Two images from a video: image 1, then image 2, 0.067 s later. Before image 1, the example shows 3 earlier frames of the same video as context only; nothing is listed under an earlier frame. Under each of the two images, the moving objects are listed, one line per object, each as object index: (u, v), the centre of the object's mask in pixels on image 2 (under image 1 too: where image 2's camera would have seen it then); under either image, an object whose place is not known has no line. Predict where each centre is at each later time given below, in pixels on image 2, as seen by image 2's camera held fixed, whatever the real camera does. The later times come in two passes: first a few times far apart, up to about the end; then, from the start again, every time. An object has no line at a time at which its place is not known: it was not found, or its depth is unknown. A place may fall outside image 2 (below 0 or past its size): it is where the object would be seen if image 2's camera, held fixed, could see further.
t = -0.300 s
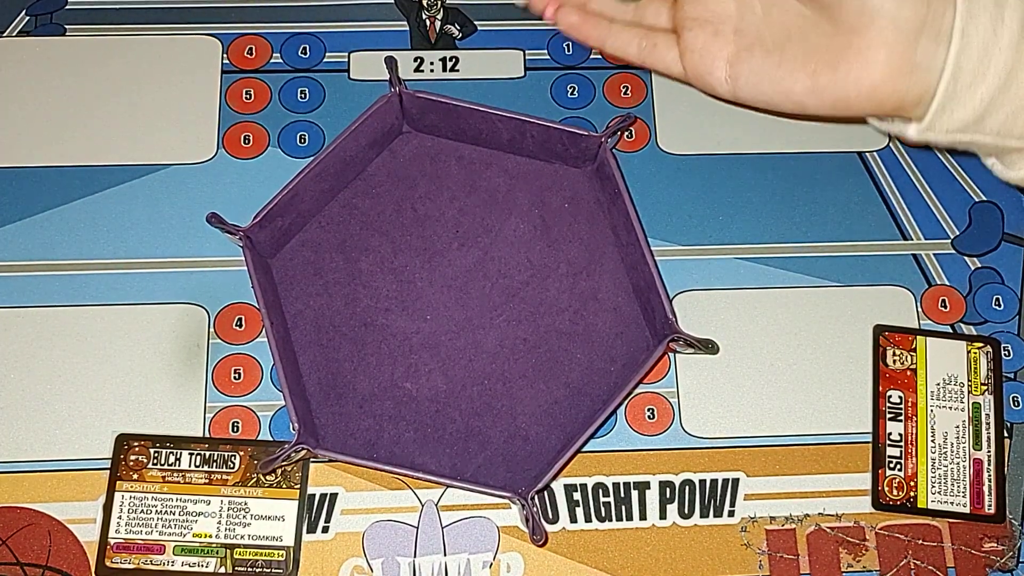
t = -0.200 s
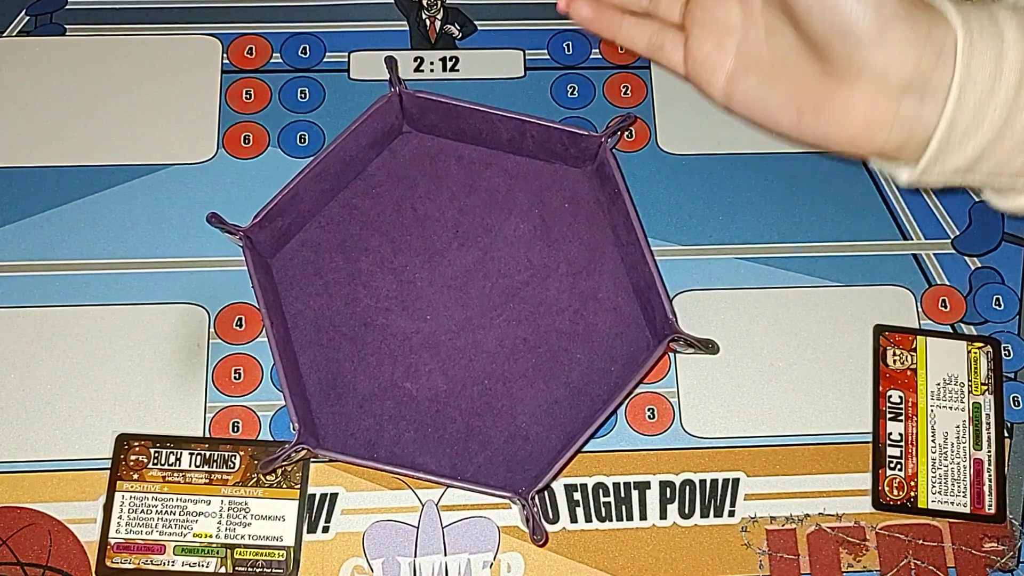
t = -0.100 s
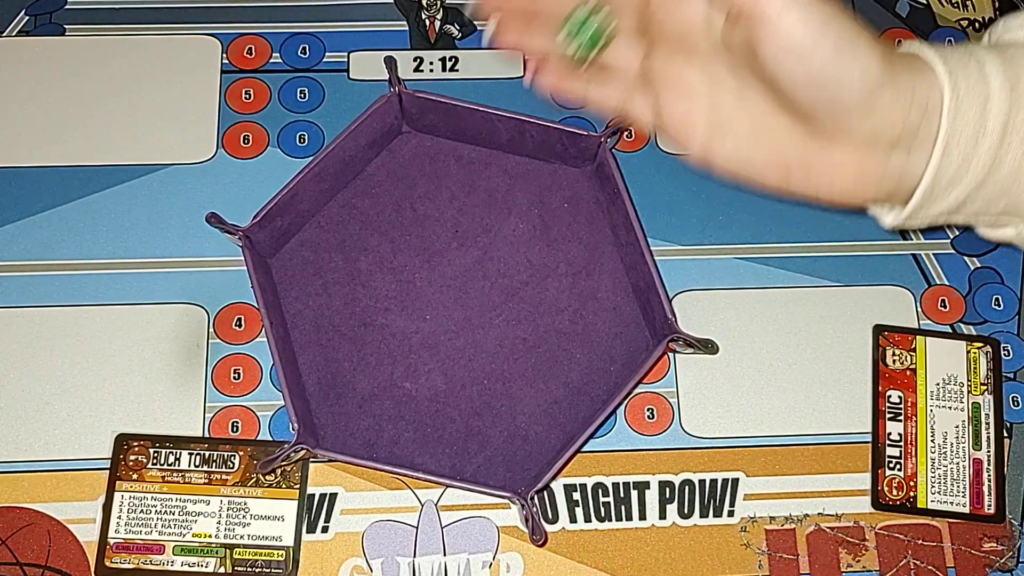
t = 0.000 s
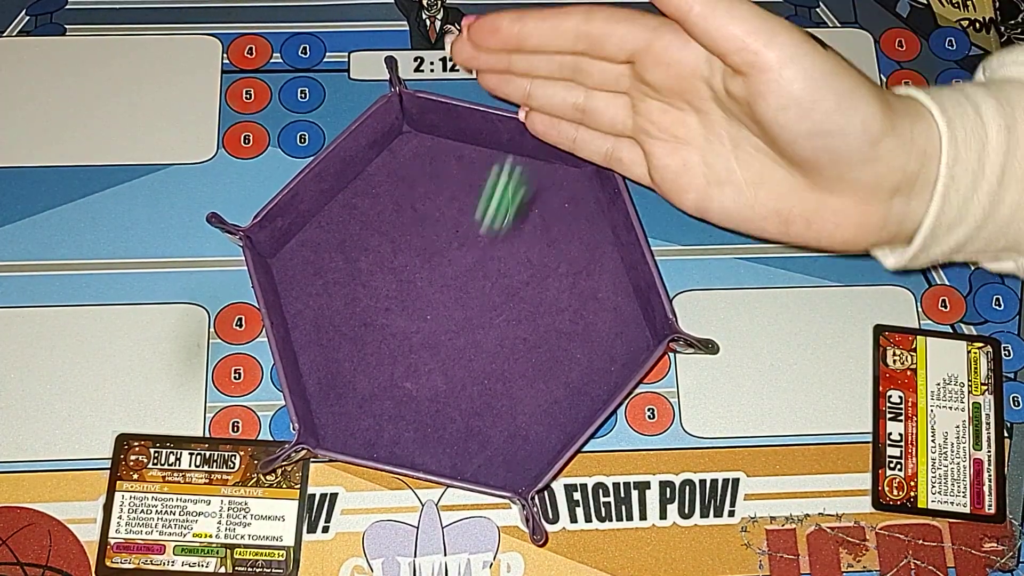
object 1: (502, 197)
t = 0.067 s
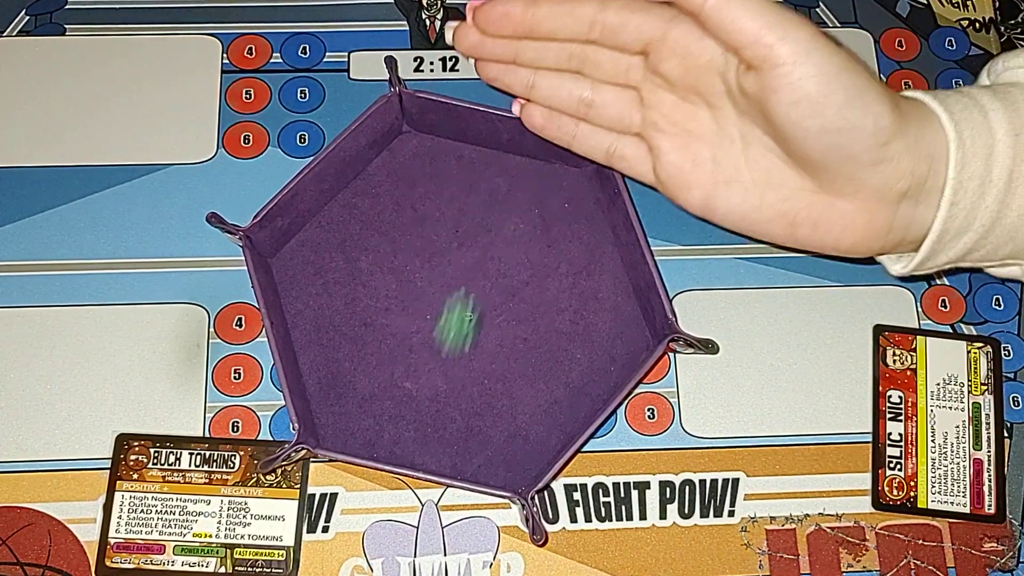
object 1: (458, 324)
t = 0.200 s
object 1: (426, 426)
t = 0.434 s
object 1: (410, 392)
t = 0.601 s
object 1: (419, 404)
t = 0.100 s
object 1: (444, 370)
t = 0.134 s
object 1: (429, 429)
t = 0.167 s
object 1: (426, 441)
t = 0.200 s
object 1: (426, 426)
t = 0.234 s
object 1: (426, 415)
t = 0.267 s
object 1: (429, 403)
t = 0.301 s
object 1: (430, 394)
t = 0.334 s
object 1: (425, 386)
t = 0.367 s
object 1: (419, 383)
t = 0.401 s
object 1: (414, 385)
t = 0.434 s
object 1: (410, 392)
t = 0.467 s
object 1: (412, 399)
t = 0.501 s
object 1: (420, 401)
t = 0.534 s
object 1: (421, 402)
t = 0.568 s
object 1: (420, 404)
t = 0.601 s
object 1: (419, 404)
